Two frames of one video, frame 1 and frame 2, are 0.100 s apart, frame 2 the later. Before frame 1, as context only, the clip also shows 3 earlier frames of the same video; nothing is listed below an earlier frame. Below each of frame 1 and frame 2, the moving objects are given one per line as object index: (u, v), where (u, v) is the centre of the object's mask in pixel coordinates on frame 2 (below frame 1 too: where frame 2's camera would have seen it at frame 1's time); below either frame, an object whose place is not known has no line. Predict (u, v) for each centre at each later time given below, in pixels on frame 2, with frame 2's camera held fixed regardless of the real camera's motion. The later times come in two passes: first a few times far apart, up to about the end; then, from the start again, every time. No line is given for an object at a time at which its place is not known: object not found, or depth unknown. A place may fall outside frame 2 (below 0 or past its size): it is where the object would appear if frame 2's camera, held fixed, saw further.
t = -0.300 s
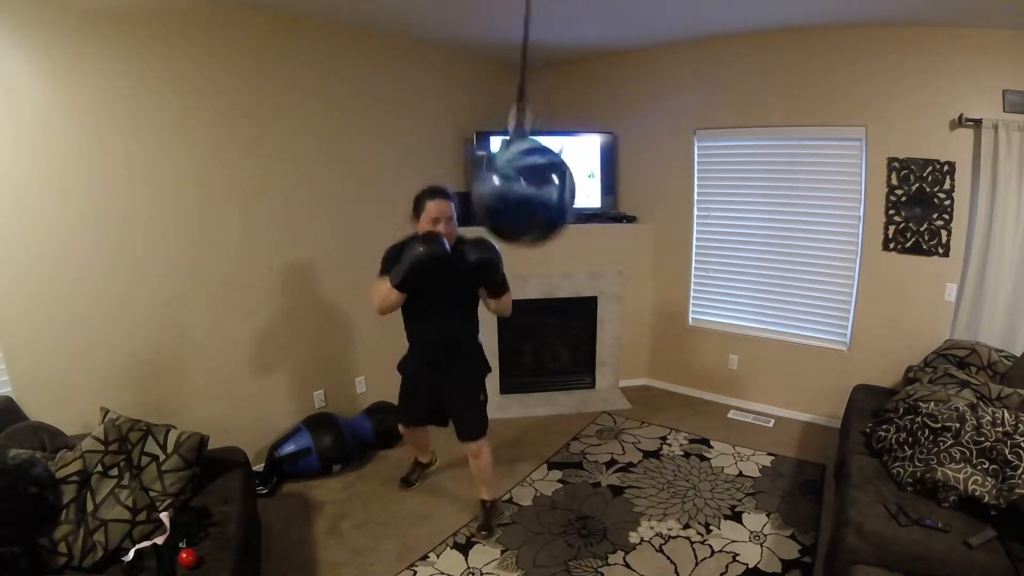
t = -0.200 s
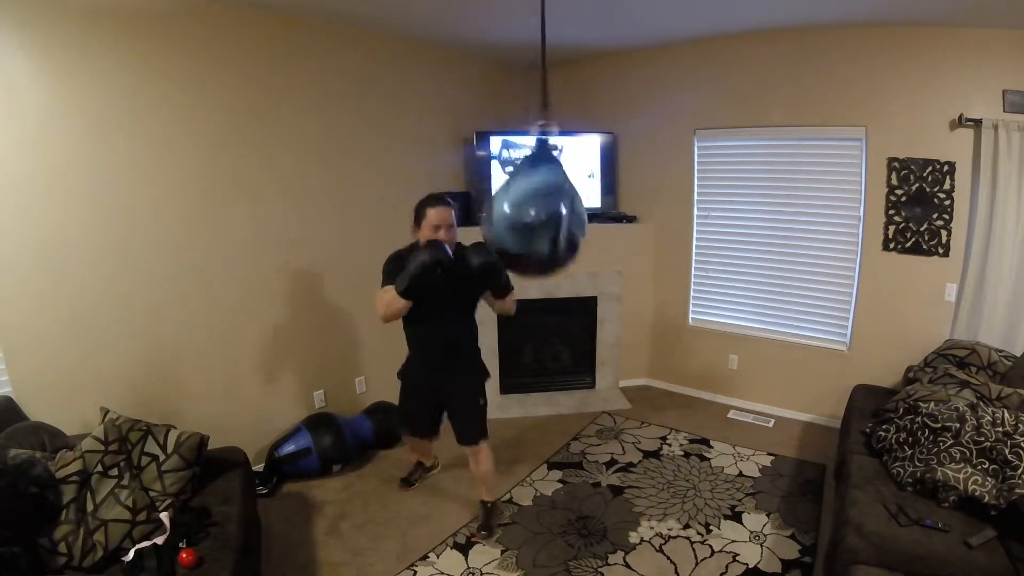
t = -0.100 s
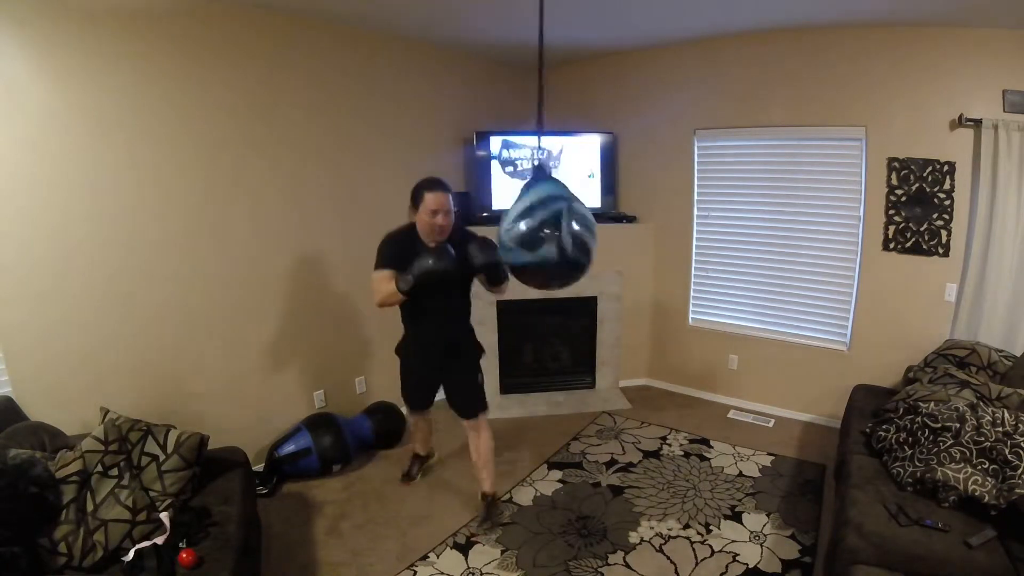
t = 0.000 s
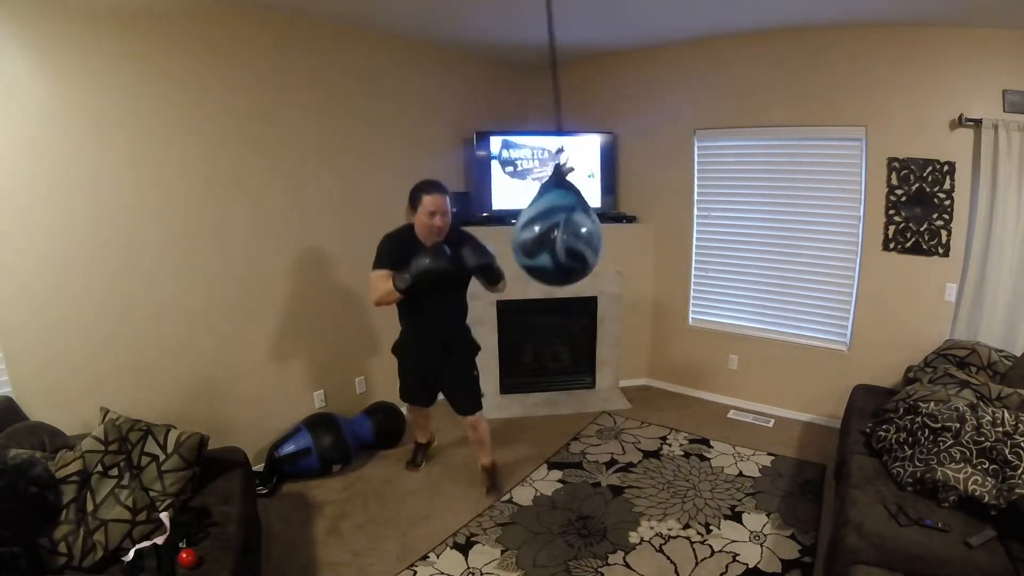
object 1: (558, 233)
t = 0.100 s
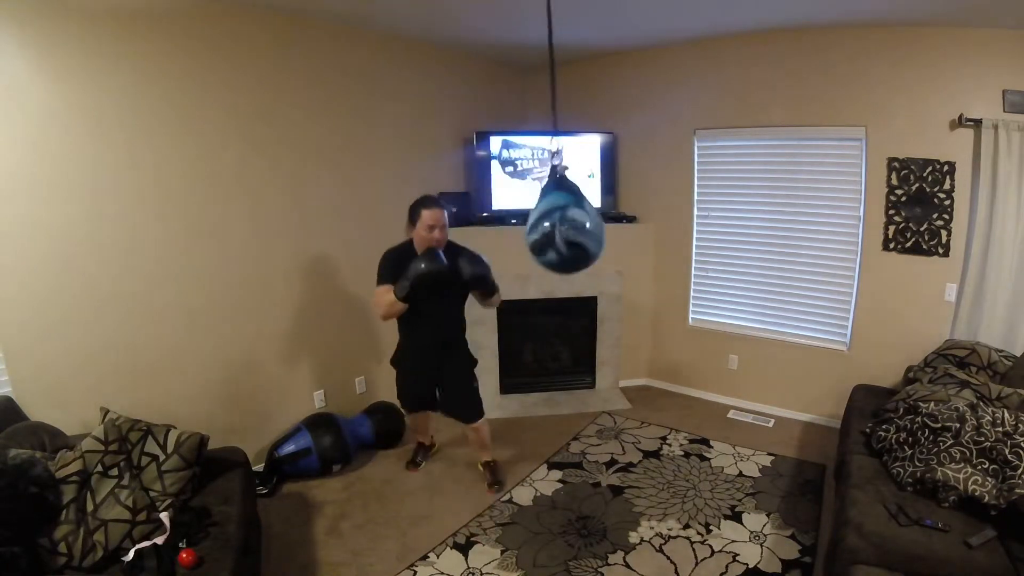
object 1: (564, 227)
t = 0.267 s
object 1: (571, 221)
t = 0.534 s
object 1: (569, 220)
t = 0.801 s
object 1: (558, 197)
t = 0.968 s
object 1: (549, 181)
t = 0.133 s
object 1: (566, 225)
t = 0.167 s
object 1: (568, 224)
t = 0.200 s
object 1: (569, 221)
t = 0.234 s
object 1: (570, 221)
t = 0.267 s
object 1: (571, 221)
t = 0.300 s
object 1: (571, 221)
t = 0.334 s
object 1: (571, 220)
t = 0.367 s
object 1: (571, 220)
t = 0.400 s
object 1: (571, 220)
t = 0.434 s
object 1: (571, 221)
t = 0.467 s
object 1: (570, 221)
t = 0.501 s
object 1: (569, 221)
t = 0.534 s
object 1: (569, 220)
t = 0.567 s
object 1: (568, 218)
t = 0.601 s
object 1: (567, 216)
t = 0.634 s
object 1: (566, 214)
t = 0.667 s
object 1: (565, 212)
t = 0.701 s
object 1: (563, 209)
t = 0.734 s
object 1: (562, 206)
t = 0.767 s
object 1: (560, 202)
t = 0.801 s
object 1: (558, 197)
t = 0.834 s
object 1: (556, 194)
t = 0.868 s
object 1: (555, 192)
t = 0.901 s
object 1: (553, 186)
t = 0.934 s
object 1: (550, 183)
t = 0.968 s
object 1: (549, 181)
